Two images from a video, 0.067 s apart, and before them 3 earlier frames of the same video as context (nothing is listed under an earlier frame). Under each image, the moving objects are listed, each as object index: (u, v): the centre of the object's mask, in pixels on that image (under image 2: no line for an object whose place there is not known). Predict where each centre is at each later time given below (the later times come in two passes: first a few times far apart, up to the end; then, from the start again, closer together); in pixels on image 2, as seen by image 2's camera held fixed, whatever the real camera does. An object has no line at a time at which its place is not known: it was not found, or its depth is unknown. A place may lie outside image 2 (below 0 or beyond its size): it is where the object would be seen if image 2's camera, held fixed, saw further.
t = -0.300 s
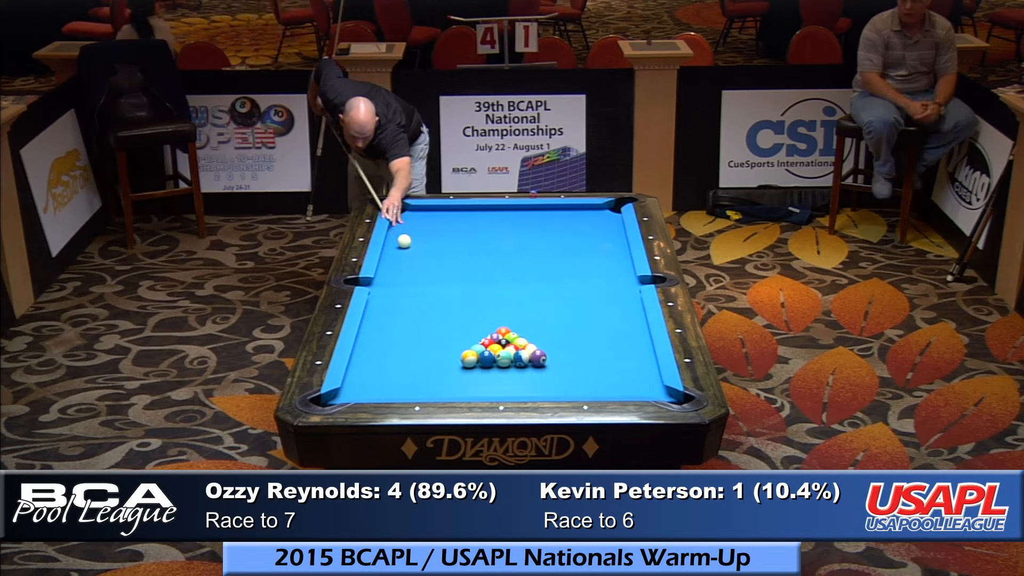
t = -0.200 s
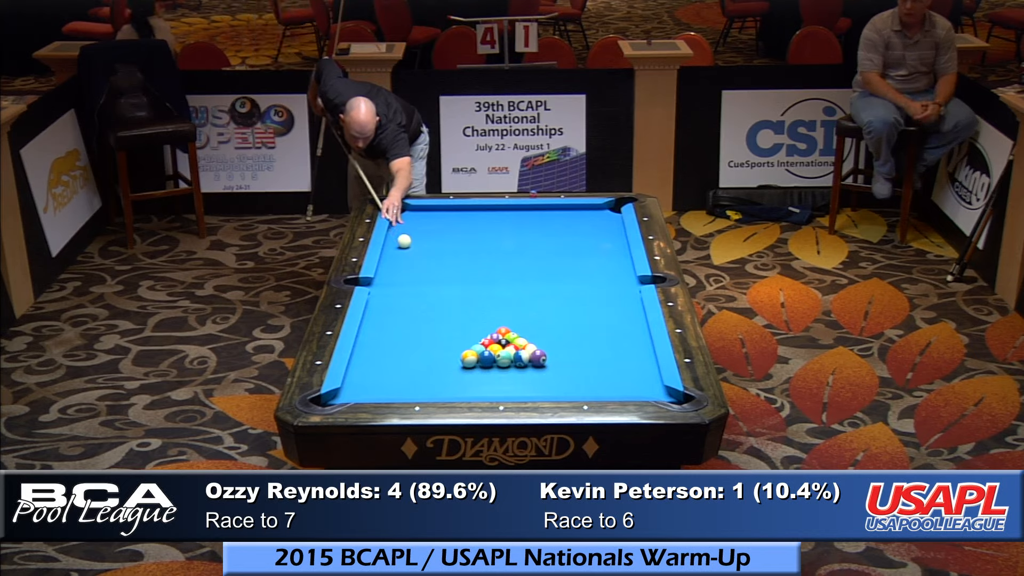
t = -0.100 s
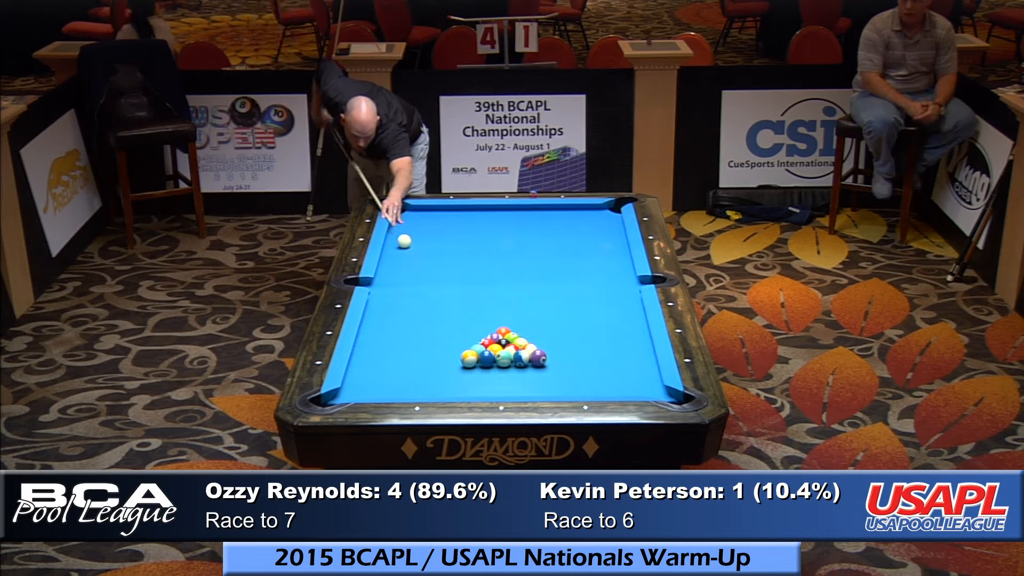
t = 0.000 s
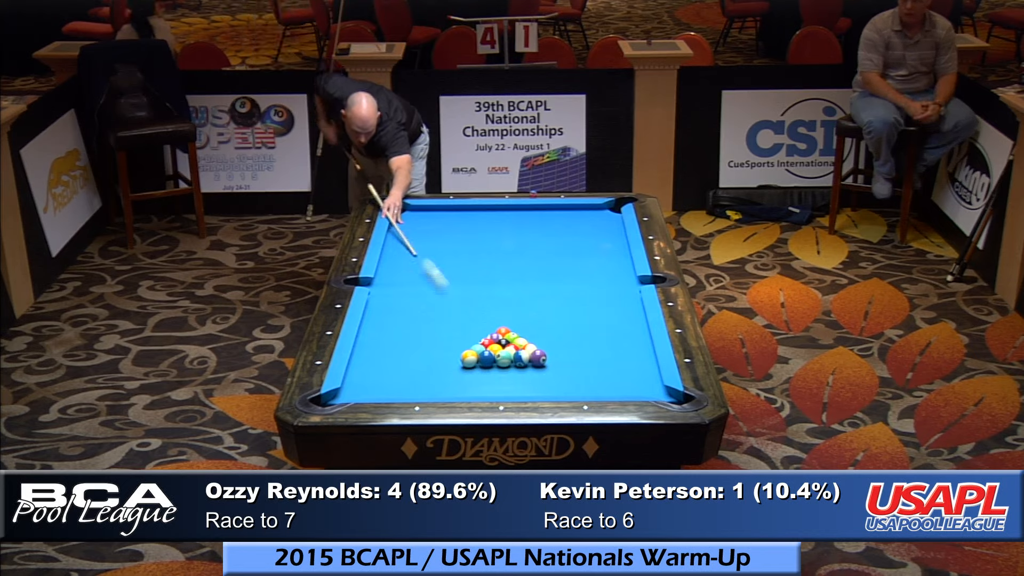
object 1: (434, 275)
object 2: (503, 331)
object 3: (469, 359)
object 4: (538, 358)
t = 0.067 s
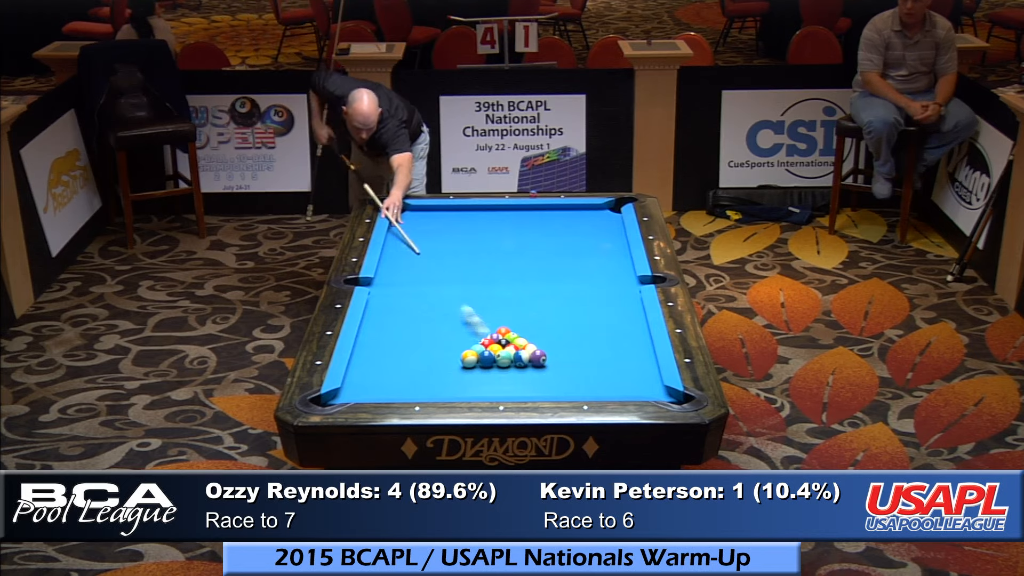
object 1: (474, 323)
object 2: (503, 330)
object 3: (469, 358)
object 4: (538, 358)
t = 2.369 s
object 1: (617, 306)
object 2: (547, 294)
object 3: (477, 292)
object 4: (467, 311)
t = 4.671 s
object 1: (586, 293)
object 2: (554, 288)
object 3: (611, 253)
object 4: (556, 239)
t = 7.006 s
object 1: (586, 293)
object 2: (554, 288)
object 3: (583, 248)
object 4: (597, 209)
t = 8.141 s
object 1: (586, 293)
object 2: (554, 288)
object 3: (583, 247)
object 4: (601, 207)
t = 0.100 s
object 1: (470, 337)
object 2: (504, 331)
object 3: (464, 361)
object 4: (554, 362)
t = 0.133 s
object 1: (448, 340)
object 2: (505, 331)
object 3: (455, 367)
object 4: (576, 365)
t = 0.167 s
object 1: (424, 342)
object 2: (506, 330)
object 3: (446, 371)
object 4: (600, 370)
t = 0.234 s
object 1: (379, 346)
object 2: (508, 328)
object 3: (430, 381)
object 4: (645, 378)
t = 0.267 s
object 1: (364, 347)
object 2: (509, 328)
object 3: (422, 386)
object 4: (649, 380)
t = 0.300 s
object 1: (377, 346)
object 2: (510, 328)
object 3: (415, 388)
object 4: (635, 382)
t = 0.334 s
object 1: (392, 345)
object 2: (511, 327)
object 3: (407, 391)
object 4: (623, 385)
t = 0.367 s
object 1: (406, 345)
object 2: (512, 327)
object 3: (402, 390)
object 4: (611, 386)
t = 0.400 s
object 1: (420, 343)
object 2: (512, 326)
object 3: (399, 388)
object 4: (598, 387)
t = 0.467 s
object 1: (444, 341)
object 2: (513, 324)
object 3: (391, 385)
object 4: (575, 390)
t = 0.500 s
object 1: (457, 340)
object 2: (514, 324)
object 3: (387, 382)
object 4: (562, 391)
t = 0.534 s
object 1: (463, 340)
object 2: (515, 323)
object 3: (384, 379)
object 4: (551, 390)
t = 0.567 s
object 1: (464, 340)
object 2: (516, 322)
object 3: (381, 377)
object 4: (541, 390)
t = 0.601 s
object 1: (467, 340)
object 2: (517, 322)
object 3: (377, 374)
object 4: (530, 389)
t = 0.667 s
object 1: (474, 338)
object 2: (518, 320)
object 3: (370, 369)
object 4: (509, 388)
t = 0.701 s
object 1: (477, 338)
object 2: (519, 319)
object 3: (367, 367)
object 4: (499, 387)
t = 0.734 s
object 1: (481, 337)
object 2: (520, 319)
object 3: (364, 364)
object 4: (489, 387)
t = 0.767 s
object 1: (484, 336)
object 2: (521, 318)
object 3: (360, 362)
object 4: (479, 386)
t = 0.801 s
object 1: (487, 335)
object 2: (521, 314)
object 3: (358, 360)
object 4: (469, 386)
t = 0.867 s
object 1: (494, 334)
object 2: (524, 315)
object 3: (364, 355)
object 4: (449, 384)
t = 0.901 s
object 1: (497, 333)
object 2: (523, 315)
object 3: (367, 353)
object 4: (439, 383)
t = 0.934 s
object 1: (501, 332)
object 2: (524, 314)
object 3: (369, 351)
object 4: (429, 382)
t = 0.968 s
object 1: (504, 331)
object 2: (525, 314)
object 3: (370, 348)
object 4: (419, 381)
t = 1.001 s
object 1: (507, 331)
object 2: (525, 313)
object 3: (370, 345)
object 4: (410, 379)
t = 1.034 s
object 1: (511, 330)
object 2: (526, 312)
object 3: (371, 343)
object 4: (400, 378)
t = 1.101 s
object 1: (517, 329)
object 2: (528, 311)
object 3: (372, 338)
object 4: (381, 377)
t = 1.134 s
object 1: (520, 328)
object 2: (528, 310)
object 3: (373, 335)
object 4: (371, 376)
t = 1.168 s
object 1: (523, 327)
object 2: (529, 310)
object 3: (373, 333)
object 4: (362, 375)
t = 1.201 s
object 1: (526, 326)
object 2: (530, 309)
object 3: (374, 331)
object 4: (355, 373)
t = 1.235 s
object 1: (529, 326)
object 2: (530, 309)
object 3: (375, 328)
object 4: (360, 372)
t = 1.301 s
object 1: (536, 324)
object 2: (531, 307)
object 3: (376, 324)
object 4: (373, 368)
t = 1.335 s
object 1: (538, 324)
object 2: (532, 307)
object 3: (377, 321)
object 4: (380, 365)
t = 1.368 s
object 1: (541, 323)
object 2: (533, 306)
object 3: (377, 319)
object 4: (385, 364)
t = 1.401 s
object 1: (544, 322)
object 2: (533, 306)
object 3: (376, 317)
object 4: (392, 361)
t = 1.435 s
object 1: (547, 322)
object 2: (534, 305)
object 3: (370, 317)
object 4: (397, 360)
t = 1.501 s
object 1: (553, 321)
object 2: (535, 304)
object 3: (378, 315)
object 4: (409, 356)
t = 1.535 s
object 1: (556, 320)
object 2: (535, 303)
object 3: (382, 314)
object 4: (413, 354)
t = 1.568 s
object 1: (558, 319)
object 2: (536, 303)
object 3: (386, 313)
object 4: (416, 352)
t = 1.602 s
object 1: (561, 319)
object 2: (537, 302)
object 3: (391, 312)
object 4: (418, 350)
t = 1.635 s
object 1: (564, 318)
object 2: (537, 302)
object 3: (395, 310)
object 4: (420, 348)
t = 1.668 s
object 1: (566, 317)
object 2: (538, 301)
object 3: (399, 309)
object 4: (423, 346)
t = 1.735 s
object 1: (571, 316)
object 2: (539, 301)
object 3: (407, 308)
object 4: (427, 343)
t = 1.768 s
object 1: (574, 315)
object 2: (539, 300)
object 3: (411, 307)
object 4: (430, 341)
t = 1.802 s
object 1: (577, 314)
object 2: (539, 300)
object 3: (415, 306)
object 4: (432, 339)
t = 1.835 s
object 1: (580, 314)
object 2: (540, 299)
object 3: (419, 305)
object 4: (434, 337)
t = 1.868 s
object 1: (582, 313)
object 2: (540, 299)
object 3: (422, 304)
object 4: (436, 335)
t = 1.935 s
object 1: (587, 313)
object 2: (541, 298)
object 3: (430, 302)
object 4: (441, 332)
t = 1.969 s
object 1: (589, 312)
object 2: (542, 298)
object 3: (434, 301)
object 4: (443, 330)
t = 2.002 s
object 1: (592, 312)
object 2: (542, 297)
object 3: (438, 301)
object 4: (445, 328)
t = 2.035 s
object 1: (594, 311)
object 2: (542, 297)
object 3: (441, 300)
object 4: (447, 327)
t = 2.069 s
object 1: (597, 311)
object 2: (543, 297)
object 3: (445, 299)
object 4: (449, 325)
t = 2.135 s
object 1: (601, 310)
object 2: (544, 296)
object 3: (452, 297)
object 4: (453, 322)
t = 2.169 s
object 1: (604, 309)
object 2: (544, 296)
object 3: (456, 296)
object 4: (455, 320)
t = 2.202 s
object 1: (606, 308)
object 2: (545, 295)
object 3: (460, 295)
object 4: (457, 319)
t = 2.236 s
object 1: (608, 308)
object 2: (545, 295)
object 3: (463, 295)
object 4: (459, 317)
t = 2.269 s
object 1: (611, 307)
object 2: (545, 295)
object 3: (466, 294)
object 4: (461, 316)
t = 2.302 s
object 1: (613, 307)
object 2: (546, 294)
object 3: (470, 293)
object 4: (463, 314)
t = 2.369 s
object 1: (617, 306)
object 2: (547, 294)
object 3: (477, 292)
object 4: (467, 311)
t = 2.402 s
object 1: (619, 305)
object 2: (547, 294)
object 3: (480, 291)
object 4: (468, 310)
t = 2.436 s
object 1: (621, 305)
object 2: (547, 293)
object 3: (483, 290)
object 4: (470, 308)
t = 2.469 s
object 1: (623, 304)
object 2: (548, 293)
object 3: (487, 289)
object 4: (472, 307)
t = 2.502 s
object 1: (626, 304)
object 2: (548, 293)
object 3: (490, 288)
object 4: (474, 305)
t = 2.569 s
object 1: (630, 303)
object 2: (549, 292)
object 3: (496, 287)
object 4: (477, 302)
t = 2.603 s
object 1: (632, 303)
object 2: (549, 292)
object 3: (499, 286)
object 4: (479, 301)
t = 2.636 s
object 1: (633, 302)
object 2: (549, 292)
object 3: (503, 285)
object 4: (481, 299)
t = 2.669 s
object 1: (635, 302)
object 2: (549, 291)
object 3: (506, 284)
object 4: (482, 298)
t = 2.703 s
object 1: (634, 301)
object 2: (550, 291)
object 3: (509, 284)
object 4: (484, 297)
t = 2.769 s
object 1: (631, 301)
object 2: (550, 290)
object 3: (515, 282)
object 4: (487, 294)
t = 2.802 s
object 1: (630, 301)
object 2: (550, 290)
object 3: (518, 281)
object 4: (489, 293)
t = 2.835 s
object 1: (629, 301)
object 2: (551, 290)
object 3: (521, 281)
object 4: (491, 292)
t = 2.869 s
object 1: (627, 300)
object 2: (551, 290)
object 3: (524, 280)
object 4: (492, 290)
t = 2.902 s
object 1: (626, 300)
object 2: (551, 289)
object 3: (527, 279)
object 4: (494, 289)
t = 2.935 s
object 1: (624, 300)
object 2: (551, 289)
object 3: (530, 279)
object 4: (496, 288)
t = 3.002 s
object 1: (622, 300)
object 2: (551, 289)
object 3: (535, 277)
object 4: (498, 285)
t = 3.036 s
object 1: (621, 299)
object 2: (552, 289)
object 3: (538, 277)
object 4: (500, 284)
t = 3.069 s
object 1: (620, 299)
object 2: (552, 289)
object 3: (541, 276)
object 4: (501, 283)
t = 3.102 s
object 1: (618, 299)
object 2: (552, 288)
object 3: (544, 275)
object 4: (503, 282)
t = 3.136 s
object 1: (617, 299)
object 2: (552, 288)
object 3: (546, 274)
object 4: (504, 281)
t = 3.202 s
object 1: (615, 298)
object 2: (552, 288)
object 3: (552, 273)
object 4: (507, 278)
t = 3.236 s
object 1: (614, 298)
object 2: (553, 288)
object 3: (555, 272)
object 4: (509, 277)
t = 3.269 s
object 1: (613, 298)
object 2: (553, 288)
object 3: (557, 272)
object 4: (510, 276)
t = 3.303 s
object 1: (612, 298)
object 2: (553, 288)
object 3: (560, 271)
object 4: (511, 275)
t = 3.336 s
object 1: (611, 297)
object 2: (553, 287)
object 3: (563, 271)
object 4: (513, 274)
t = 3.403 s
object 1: (609, 297)
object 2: (553, 287)
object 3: (568, 269)
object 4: (515, 272)
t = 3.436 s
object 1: (608, 297)
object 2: (553, 287)
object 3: (570, 269)
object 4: (517, 270)
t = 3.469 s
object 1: (607, 297)
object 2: (553, 287)
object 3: (572, 268)
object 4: (518, 269)
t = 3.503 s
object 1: (606, 297)
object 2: (554, 287)
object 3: (575, 268)
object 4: (519, 268)
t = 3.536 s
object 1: (605, 297)
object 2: (554, 287)
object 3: (578, 267)
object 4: (521, 268)
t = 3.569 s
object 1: (604, 296)
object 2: (554, 287)
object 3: (580, 266)
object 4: (522, 266)
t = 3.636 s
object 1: (602, 296)
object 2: (554, 288)
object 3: (585, 265)
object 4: (524, 264)
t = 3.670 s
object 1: (602, 296)
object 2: (554, 287)
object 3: (587, 265)
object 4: (526, 263)
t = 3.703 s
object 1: (601, 296)
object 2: (554, 287)
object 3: (589, 264)
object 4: (527, 262)
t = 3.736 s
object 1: (600, 296)
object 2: (554, 288)
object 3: (592, 264)
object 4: (528, 262)
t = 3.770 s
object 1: (599, 295)
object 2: (554, 288)
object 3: (594, 263)
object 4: (529, 261)
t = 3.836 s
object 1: (598, 295)
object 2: (554, 288)
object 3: (598, 262)
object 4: (531, 259)
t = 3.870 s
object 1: (597, 295)
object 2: (554, 288)
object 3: (601, 262)
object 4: (533, 258)
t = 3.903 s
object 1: (596, 295)
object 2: (554, 288)
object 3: (603, 261)
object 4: (534, 257)
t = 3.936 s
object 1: (596, 295)
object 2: (554, 288)
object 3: (605, 261)
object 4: (535, 256)
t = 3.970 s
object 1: (595, 295)
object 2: (554, 288)
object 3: (607, 260)
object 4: (536, 255)
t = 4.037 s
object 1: (594, 295)
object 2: (554, 288)
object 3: (611, 259)
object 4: (538, 253)
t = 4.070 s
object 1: (593, 295)
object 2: (554, 288)
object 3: (613, 259)
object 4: (539, 253)
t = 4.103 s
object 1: (593, 294)
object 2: (554, 288)
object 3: (615, 258)
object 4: (540, 252)
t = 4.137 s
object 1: (592, 294)
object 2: (554, 288)
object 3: (617, 257)
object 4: (541, 251)
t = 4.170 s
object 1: (592, 294)
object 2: (554, 288)
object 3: (619, 257)
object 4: (542, 250)
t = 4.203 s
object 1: (591, 294)
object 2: (554, 288)
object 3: (621, 256)
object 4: (543, 249)
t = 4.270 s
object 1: (590, 294)
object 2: (554, 288)
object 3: (624, 256)
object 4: (545, 248)
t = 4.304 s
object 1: (590, 294)
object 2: (554, 288)
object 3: (624, 255)
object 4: (546, 247)
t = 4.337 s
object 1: (589, 294)
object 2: (554, 288)
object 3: (622, 255)
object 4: (547, 246)
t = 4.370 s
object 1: (589, 294)
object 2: (554, 288)
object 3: (621, 255)
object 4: (548, 245)
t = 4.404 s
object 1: (589, 294)
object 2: (554, 288)
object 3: (620, 255)
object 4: (549, 245)
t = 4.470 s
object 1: (588, 294)
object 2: (554, 288)
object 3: (618, 254)
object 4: (550, 243)
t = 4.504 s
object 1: (588, 294)
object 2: (554, 288)
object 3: (616, 254)
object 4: (551, 242)
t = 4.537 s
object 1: (587, 294)
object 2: (554, 288)
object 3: (616, 254)
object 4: (552, 241)
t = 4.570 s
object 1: (587, 293)
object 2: (554, 288)
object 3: (615, 253)
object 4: (553, 241)
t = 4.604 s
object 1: (587, 293)
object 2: (554, 288)
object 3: (613, 253)
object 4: (554, 240)
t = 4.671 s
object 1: (586, 293)
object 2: (554, 288)
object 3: (611, 253)
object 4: (556, 239)
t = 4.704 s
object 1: (586, 293)
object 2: (554, 288)
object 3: (610, 252)
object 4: (557, 238)
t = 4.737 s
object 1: (586, 293)
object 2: (554, 288)
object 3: (609, 252)
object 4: (558, 237)
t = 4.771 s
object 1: (586, 293)
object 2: (554, 288)
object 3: (608, 252)
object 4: (558, 237)
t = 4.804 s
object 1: (586, 293)
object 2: (554, 288)
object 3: (608, 252)
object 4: (559, 236)
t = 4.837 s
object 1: (585, 293)
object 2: (554, 288)
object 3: (607, 252)
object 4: (560, 235)
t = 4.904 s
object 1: (585, 293)
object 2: (554, 288)
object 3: (605, 251)
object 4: (562, 234)
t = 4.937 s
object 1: (585, 293)
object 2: (554, 288)
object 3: (604, 251)
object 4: (562, 234)
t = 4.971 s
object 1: (585, 293)
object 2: (554, 288)
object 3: (603, 251)
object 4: (563, 233)
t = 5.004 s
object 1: (586, 293)
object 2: (554, 288)
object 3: (602, 251)
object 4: (564, 232)
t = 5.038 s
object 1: (586, 293)
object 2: (554, 288)
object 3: (601, 251)
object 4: (565, 232)
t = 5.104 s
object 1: (586, 293)
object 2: (554, 288)
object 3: (600, 250)
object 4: (566, 230)
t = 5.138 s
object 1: (586, 293)
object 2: (554, 288)
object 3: (599, 250)
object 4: (567, 230)
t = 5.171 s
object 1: (586, 293)
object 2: (554, 288)
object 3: (598, 250)
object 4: (568, 229)
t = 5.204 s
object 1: (586, 293)
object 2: (554, 288)
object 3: (597, 250)
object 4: (569, 229)
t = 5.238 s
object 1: (586, 293)
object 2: (554, 288)
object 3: (597, 250)
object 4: (570, 228)
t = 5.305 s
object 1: (586, 293)
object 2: (554, 288)
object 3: (595, 250)
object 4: (571, 227)
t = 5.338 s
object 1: (586, 293)
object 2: (554, 288)
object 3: (595, 249)
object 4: (571, 227)
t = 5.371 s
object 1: (586, 293)
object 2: (554, 288)
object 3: (594, 249)
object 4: (572, 226)
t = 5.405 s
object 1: (586, 293)
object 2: (554, 288)
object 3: (593, 249)
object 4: (573, 226)
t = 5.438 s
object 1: (586, 293)
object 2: (554, 288)
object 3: (593, 249)
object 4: (573, 225)
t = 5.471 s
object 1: (586, 293)
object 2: (554, 288)
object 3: (592, 249)
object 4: (574, 225)
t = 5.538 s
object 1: (586, 293)
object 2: (554, 288)
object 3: (591, 249)
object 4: (576, 224)
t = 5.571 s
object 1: (586, 293)
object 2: (554, 288)
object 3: (590, 248)
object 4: (576, 223)
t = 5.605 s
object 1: (586, 293)
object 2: (554, 288)
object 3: (590, 248)
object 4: (577, 223)
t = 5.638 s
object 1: (586, 293)
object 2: (554, 288)
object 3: (589, 248)
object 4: (577, 222)
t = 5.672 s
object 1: (586, 293)
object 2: (554, 288)
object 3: (589, 248)
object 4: (578, 222)
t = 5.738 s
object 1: (586, 293)
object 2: (554, 288)
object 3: (588, 248)
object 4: (579, 221)
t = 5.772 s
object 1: (586, 293)
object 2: (554, 288)
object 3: (587, 248)
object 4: (580, 221)
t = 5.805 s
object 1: (586, 293)
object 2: (554, 288)
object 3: (587, 248)
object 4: (580, 220)
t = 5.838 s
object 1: (586, 293)
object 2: (554, 288)
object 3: (587, 248)
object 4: (581, 220)
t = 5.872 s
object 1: (586, 293)
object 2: (554, 288)
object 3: (586, 248)
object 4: (581, 219)
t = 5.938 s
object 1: (586, 293)
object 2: (554, 288)
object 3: (585, 248)
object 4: (582, 218)
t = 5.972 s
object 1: (586, 293)
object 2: (554, 288)
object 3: (585, 248)
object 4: (583, 218)
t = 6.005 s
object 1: (586, 293)
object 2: (554, 288)
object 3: (585, 247)
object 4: (584, 218)
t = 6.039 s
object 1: (586, 293)
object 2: (554, 288)
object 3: (585, 247)
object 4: (584, 217)
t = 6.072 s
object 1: (586, 293)
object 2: (554, 288)
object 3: (584, 247)
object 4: (585, 217)
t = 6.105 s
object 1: (586, 293)
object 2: (554, 288)
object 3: (584, 247)
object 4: (585, 217)
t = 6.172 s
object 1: (586, 293)
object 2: (554, 288)
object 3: (584, 247)
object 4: (586, 216)
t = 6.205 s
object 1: (586, 293)
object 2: (554, 288)
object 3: (583, 247)
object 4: (587, 216)
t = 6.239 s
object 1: (586, 293)
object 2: (554, 288)
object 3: (583, 247)
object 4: (587, 215)
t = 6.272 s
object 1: (586, 293)
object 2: (554, 288)
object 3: (583, 247)
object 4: (588, 215)
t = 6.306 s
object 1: (586, 293)
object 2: (554, 288)
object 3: (583, 247)
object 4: (588, 214)
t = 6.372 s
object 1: (586, 293)
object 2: (554, 288)
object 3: (583, 247)
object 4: (589, 214)
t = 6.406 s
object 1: (586, 293)
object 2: (554, 288)
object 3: (583, 247)
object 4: (590, 213)
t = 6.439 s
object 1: (586, 293)
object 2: (554, 288)
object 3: (583, 247)
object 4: (590, 213)
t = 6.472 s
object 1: (586, 293)
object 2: (554, 288)
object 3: (583, 247)
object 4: (591, 213)
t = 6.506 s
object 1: (586, 293)
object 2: (554, 288)
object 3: (583, 247)
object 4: (591, 212)
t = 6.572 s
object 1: (586, 293)
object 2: (554, 288)
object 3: (583, 247)
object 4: (592, 212)
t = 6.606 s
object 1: (586, 293)
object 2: (554, 288)
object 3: (583, 247)
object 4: (593, 212)
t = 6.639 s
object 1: (586, 293)
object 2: (554, 288)
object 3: (583, 247)
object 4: (593, 212)
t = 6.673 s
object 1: (586, 293)
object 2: (554, 288)
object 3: (583, 247)
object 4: (593, 211)
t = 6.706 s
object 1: (586, 293)
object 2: (554, 288)
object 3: (583, 247)
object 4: (594, 211)
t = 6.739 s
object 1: (586, 293)
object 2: (554, 288)
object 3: (583, 247)
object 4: (594, 211)
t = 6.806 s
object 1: (586, 293)
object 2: (554, 288)
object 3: (583, 247)
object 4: (595, 210)
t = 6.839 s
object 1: (586, 293)
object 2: (554, 288)
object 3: (583, 247)
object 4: (595, 210)
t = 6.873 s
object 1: (586, 293)
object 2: (554, 288)
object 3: (583, 247)
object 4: (596, 210)
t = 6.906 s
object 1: (586, 293)
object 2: (554, 288)
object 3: (583, 247)
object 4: (596, 210)
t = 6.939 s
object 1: (586, 293)
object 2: (554, 288)
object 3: (583, 247)
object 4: (596, 210)
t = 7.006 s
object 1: (586, 293)
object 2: (554, 288)
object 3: (583, 248)
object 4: (597, 209)
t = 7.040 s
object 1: (586, 293)
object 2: (554, 288)
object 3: (583, 248)
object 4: (597, 209)
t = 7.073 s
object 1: (586, 293)
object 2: (554, 288)
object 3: (583, 248)
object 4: (597, 209)
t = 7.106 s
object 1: (586, 293)
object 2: (554, 288)
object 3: (583, 248)
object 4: (597, 209)
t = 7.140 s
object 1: (586, 293)
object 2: (554, 288)
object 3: (583, 248)
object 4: (598, 209)
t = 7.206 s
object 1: (586, 293)
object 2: (554, 288)
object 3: (583, 248)
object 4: (598, 208)
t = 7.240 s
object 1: (586, 293)
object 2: (554, 288)
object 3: (583, 248)
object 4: (599, 208)
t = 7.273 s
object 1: (586, 293)
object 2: (554, 288)
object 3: (583, 247)
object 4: (599, 208)
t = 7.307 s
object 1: (586, 293)
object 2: (554, 288)
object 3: (583, 247)
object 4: (599, 208)
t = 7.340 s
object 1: (586, 293)
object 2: (554, 288)
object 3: (583, 247)
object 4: (600, 207)
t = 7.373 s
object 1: (586, 293)
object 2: (554, 288)
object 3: (583, 247)
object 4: (600, 207)
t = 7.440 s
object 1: (586, 293)
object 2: (554, 288)
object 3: (583, 247)
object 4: (600, 207)
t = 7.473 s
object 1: (586, 293)
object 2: (554, 288)
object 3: (583, 247)
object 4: (601, 207)
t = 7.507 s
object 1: (586, 293)
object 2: (554, 288)
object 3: (583, 247)
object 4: (601, 207)
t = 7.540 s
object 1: (586, 293)
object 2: (554, 288)
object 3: (583, 247)
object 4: (601, 207)
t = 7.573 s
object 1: (586, 293)
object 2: (554, 288)
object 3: (583, 247)
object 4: (601, 207)
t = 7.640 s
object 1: (586, 293)
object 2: (554, 288)
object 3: (583, 247)
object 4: (602, 207)
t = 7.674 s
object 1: (586, 293)
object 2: (554, 288)
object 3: (583, 247)
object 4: (602, 207)
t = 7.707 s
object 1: (586, 293)
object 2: (554, 288)
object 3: (583, 247)
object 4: (602, 207)
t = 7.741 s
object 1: (586, 293)
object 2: (554, 288)
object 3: (583, 247)
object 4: (602, 207)
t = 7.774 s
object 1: (586, 293)
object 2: (554, 288)
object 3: (583, 247)
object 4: (602, 207)
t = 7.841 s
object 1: (586, 293)
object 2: (554, 288)
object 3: (583, 247)
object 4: (602, 207)
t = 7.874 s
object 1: (586, 293)
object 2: (554, 288)
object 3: (583, 247)
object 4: (602, 207)
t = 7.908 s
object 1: (586, 293)
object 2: (554, 288)
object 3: (583, 247)
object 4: (602, 207)
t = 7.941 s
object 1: (586, 293)
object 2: (554, 288)
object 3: (583, 247)
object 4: (601, 207)
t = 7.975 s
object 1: (586, 293)
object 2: (554, 288)
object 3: (583, 247)
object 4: (601, 207)
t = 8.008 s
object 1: (586, 293)
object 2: (554, 288)
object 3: (583, 247)
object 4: (601, 207)
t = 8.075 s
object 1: (586, 293)
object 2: (554, 288)
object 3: (583, 247)
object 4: (601, 207)
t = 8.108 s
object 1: (586, 293)
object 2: (554, 288)
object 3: (583, 247)
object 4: (602, 207)
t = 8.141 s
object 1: (586, 293)
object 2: (554, 288)
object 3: (583, 247)
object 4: (601, 207)
